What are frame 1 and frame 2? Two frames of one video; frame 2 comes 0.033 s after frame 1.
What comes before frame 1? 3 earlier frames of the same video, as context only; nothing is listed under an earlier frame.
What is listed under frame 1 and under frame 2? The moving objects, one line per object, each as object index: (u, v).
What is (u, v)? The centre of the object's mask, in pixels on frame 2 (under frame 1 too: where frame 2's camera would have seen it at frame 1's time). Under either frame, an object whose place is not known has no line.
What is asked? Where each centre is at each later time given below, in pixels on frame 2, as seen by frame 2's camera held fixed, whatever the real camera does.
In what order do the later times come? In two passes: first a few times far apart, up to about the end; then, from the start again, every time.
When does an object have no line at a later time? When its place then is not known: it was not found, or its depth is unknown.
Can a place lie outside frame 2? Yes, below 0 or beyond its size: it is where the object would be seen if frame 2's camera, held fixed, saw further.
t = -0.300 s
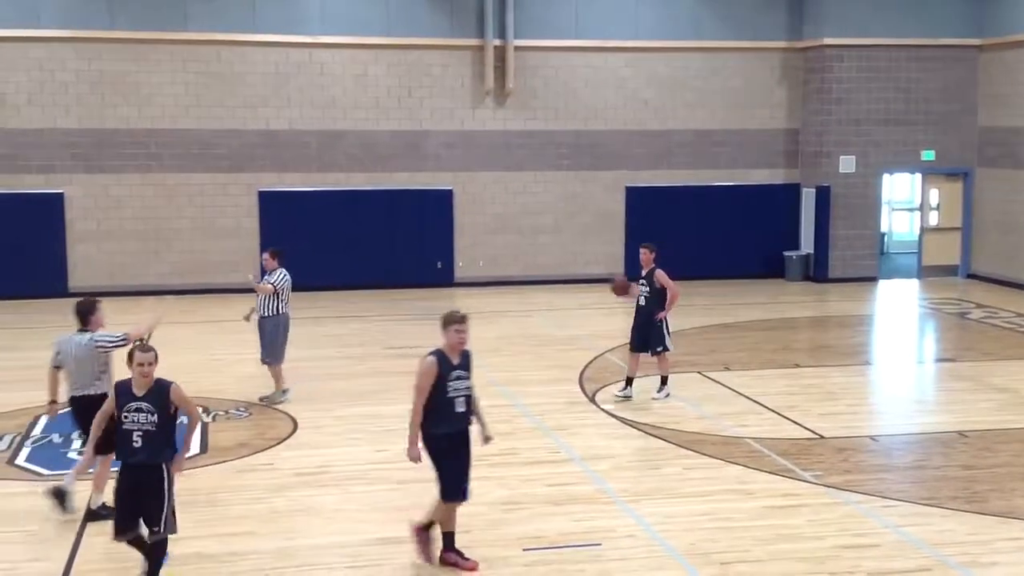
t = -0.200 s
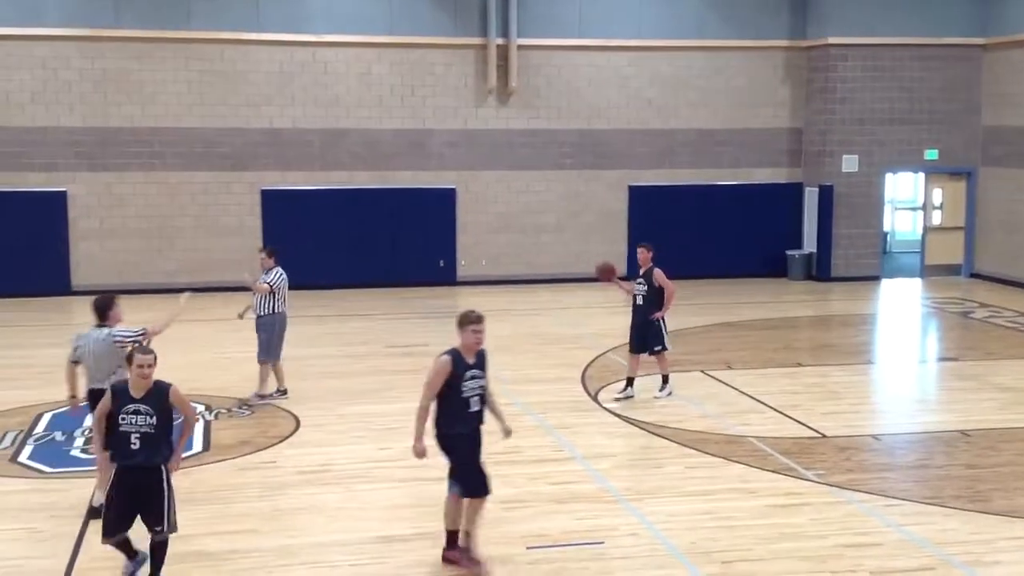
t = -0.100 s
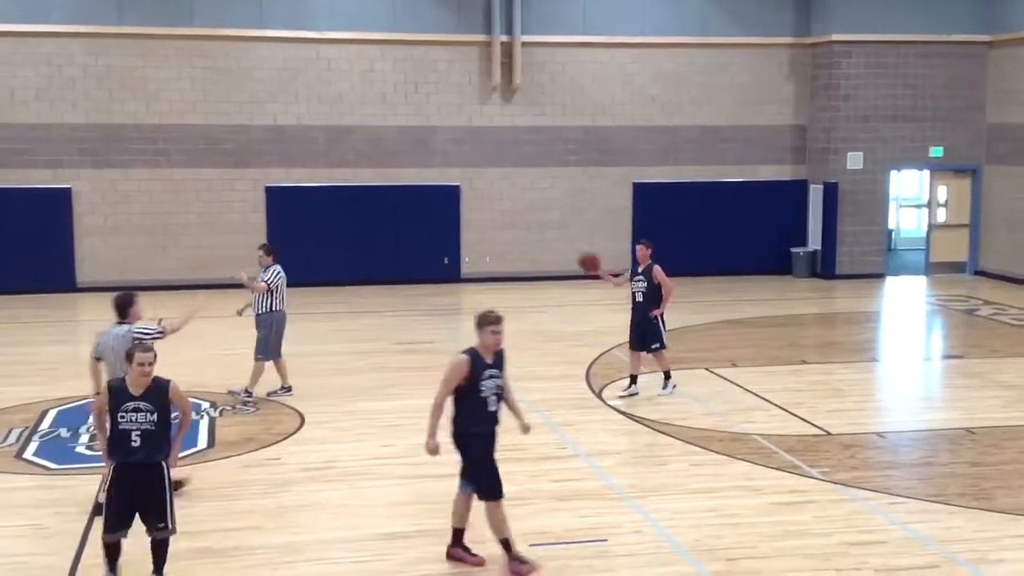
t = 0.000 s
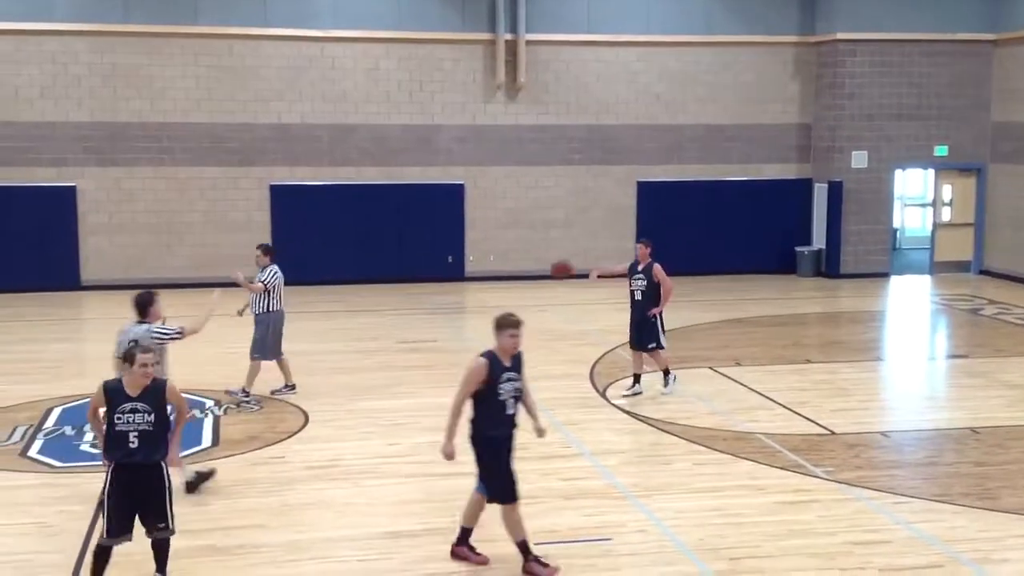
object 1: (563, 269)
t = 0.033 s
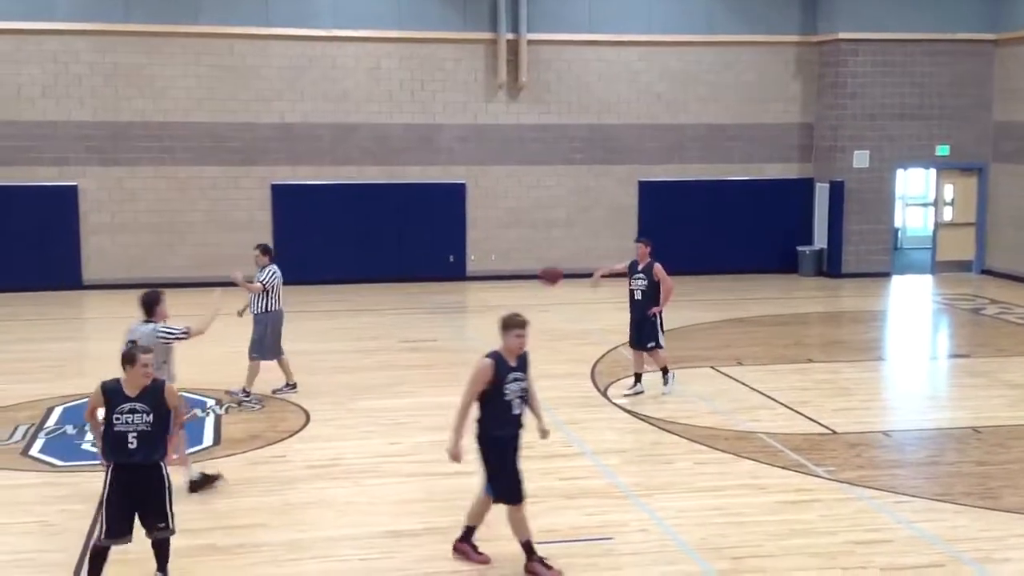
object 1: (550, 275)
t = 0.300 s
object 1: (448, 364)
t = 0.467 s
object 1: (386, 426)
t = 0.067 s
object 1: (538, 281)
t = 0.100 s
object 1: (527, 290)
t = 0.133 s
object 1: (514, 298)
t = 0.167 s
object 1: (502, 309)
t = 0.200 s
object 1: (489, 321)
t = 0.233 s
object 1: (475, 334)
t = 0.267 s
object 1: (462, 348)
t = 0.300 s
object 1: (448, 364)
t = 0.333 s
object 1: (434, 381)
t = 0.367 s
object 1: (419, 401)
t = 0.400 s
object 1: (407, 420)
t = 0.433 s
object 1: (394, 436)
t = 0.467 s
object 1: (386, 426)
